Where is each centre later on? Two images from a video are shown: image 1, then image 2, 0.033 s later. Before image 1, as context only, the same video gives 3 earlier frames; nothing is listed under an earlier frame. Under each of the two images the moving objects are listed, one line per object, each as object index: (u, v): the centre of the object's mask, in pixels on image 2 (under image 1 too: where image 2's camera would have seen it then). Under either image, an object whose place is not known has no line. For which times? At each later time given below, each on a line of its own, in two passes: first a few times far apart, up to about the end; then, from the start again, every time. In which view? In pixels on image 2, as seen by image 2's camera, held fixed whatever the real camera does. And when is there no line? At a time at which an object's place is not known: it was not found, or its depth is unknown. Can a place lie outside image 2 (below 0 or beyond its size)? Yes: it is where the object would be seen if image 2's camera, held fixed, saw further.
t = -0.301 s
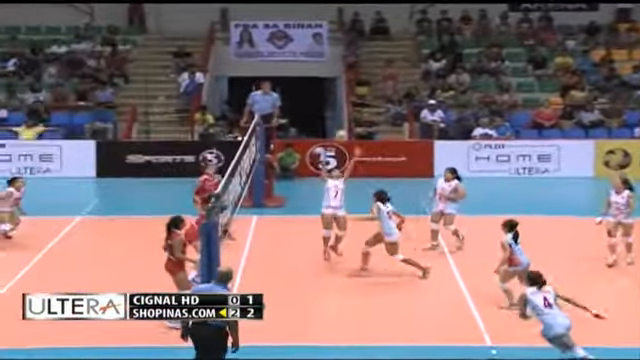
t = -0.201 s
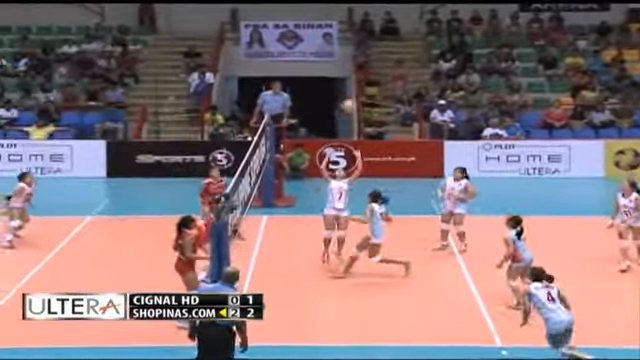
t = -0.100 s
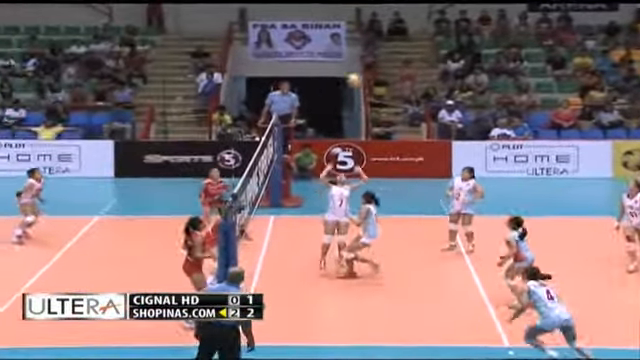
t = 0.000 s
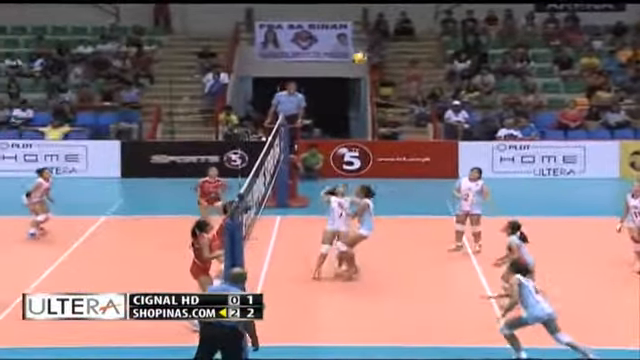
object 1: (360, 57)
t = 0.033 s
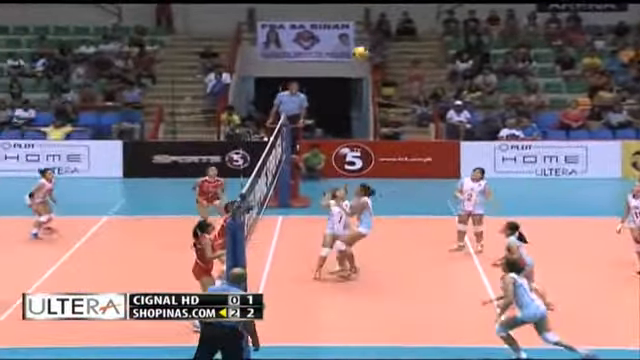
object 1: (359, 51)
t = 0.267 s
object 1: (355, 25)
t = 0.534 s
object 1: (349, 34)
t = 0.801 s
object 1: (341, 91)
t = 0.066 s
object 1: (358, 45)
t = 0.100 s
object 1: (358, 40)
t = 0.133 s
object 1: (357, 36)
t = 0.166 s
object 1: (357, 32)
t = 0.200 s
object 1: (357, 29)
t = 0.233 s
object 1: (356, 27)
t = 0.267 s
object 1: (355, 25)
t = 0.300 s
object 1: (354, 24)
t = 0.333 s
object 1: (353, 23)
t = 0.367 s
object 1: (353, 24)
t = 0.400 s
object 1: (351, 24)
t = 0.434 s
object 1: (351, 26)
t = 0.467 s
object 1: (350, 27)
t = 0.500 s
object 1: (349, 28)
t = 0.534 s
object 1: (349, 34)
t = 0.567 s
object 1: (348, 38)
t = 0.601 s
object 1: (347, 42)
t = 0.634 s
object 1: (346, 47)
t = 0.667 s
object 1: (346, 53)
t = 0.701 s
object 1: (346, 62)
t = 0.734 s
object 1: (345, 73)
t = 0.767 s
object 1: (343, 81)
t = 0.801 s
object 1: (341, 91)
